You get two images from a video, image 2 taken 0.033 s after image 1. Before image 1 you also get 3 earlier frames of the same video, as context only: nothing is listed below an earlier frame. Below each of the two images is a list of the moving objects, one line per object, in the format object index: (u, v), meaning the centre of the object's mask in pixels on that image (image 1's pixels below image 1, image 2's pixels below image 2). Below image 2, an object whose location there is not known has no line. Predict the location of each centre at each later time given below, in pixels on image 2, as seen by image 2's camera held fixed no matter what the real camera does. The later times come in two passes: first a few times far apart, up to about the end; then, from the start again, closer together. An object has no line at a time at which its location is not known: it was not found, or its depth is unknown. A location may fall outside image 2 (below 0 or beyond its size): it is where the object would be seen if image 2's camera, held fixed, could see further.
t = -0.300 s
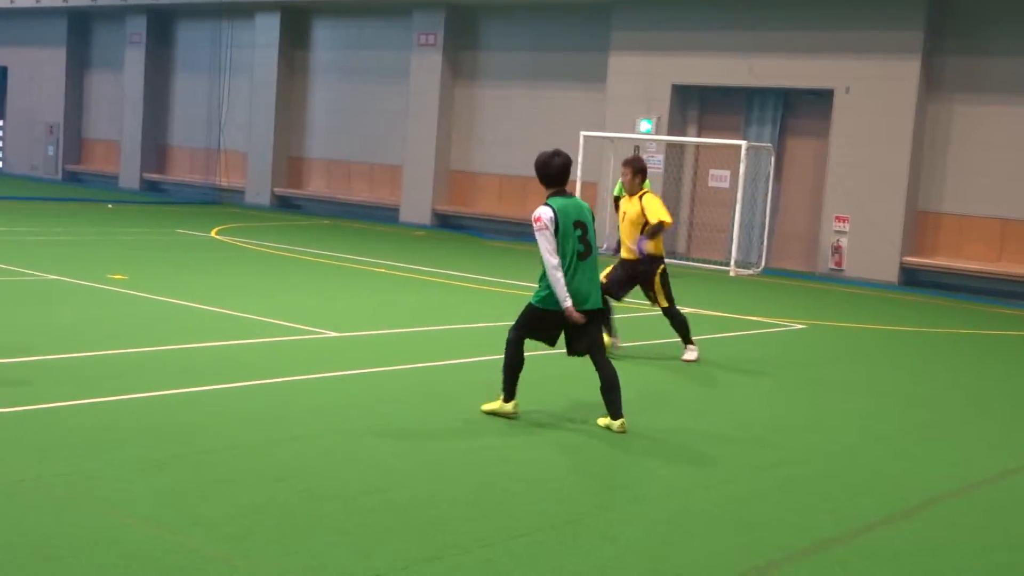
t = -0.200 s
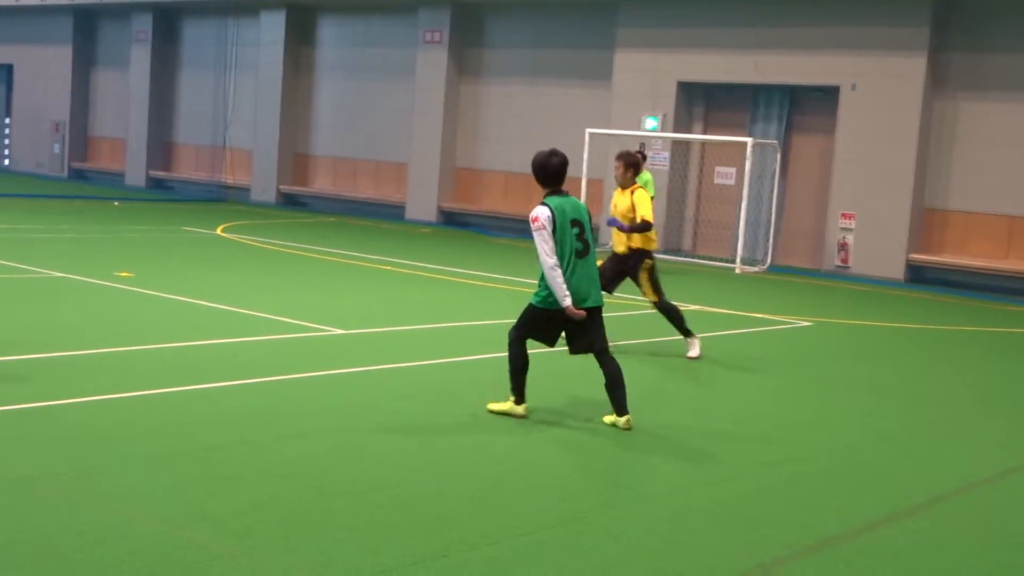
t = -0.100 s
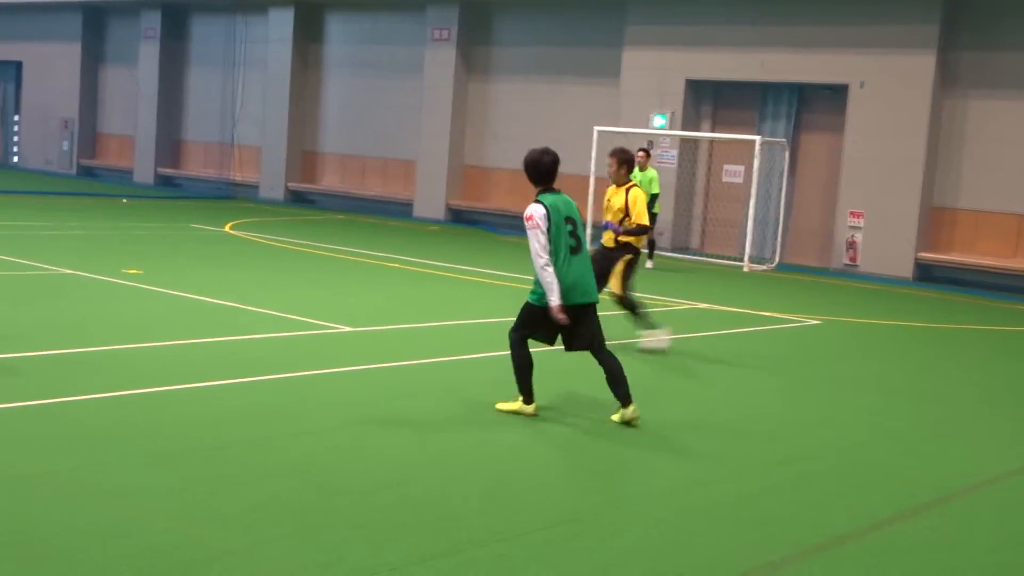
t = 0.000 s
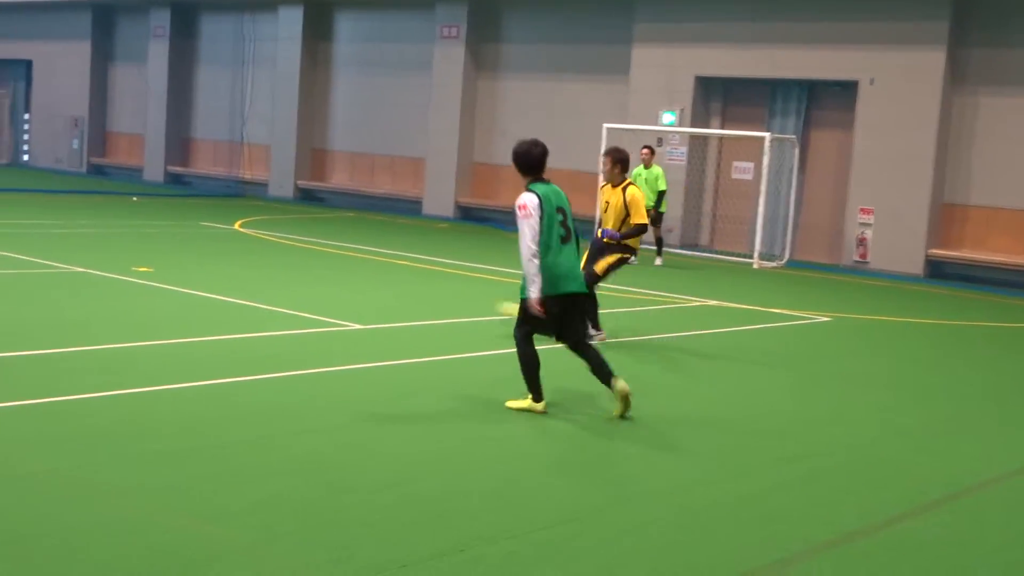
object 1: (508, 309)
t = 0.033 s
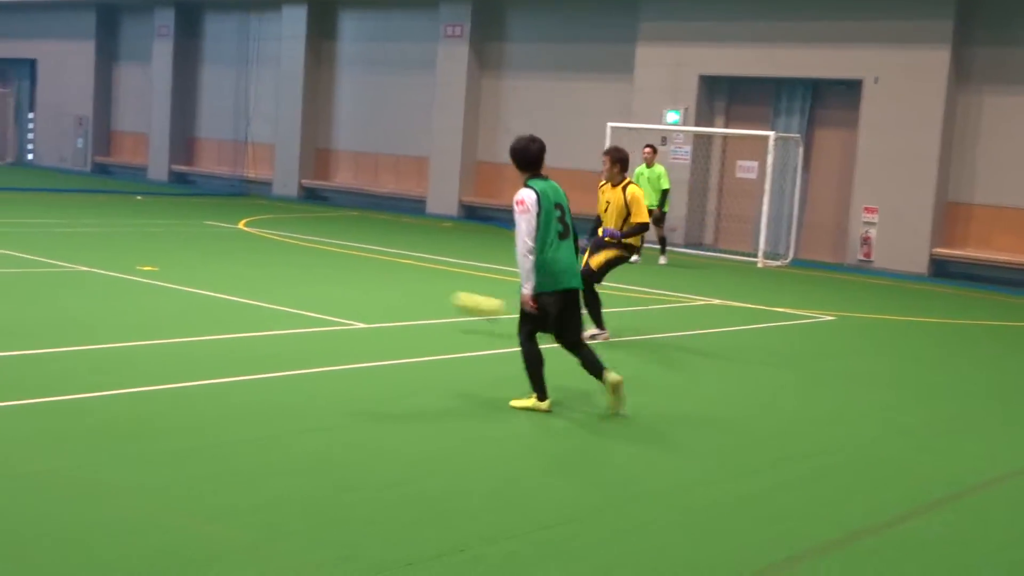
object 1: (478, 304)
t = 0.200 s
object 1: (238, 278)
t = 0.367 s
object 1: (7, 283)
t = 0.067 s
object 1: (430, 296)
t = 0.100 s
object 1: (383, 289)
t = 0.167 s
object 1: (285, 280)
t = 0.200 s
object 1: (238, 278)
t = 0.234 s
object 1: (190, 277)
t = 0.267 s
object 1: (144, 278)
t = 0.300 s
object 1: (98, 280)
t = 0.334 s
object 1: (51, 283)
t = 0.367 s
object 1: (7, 283)
